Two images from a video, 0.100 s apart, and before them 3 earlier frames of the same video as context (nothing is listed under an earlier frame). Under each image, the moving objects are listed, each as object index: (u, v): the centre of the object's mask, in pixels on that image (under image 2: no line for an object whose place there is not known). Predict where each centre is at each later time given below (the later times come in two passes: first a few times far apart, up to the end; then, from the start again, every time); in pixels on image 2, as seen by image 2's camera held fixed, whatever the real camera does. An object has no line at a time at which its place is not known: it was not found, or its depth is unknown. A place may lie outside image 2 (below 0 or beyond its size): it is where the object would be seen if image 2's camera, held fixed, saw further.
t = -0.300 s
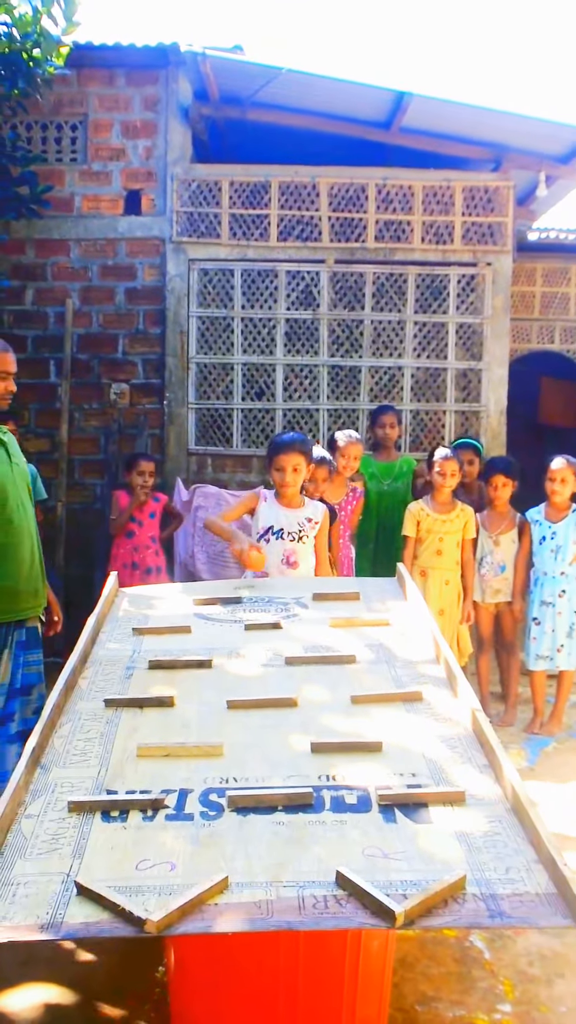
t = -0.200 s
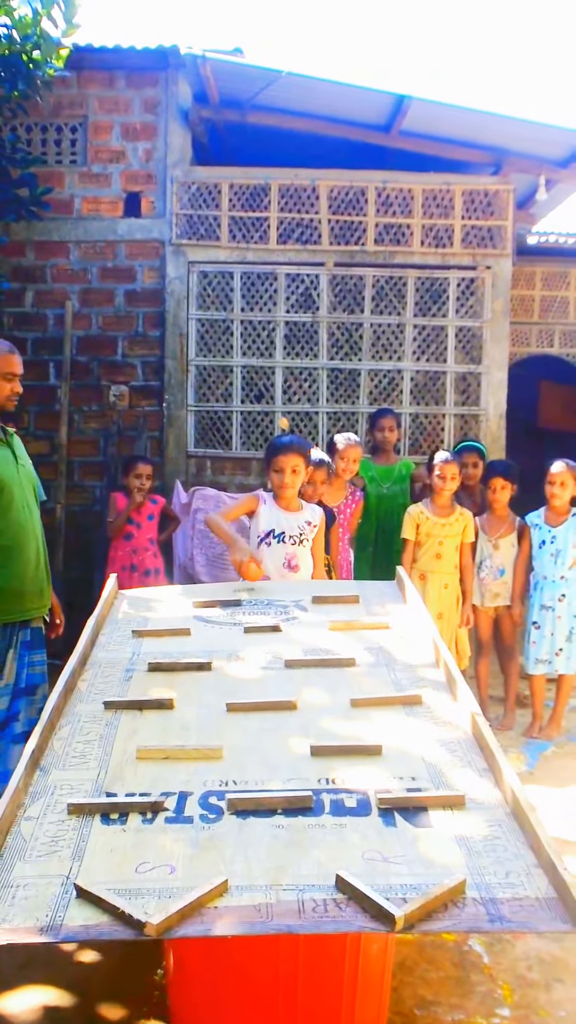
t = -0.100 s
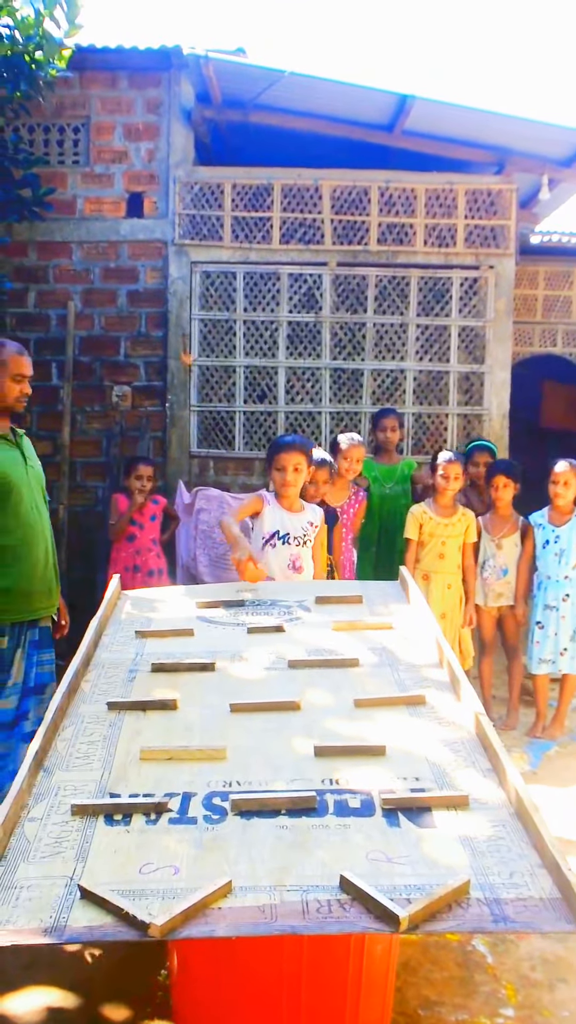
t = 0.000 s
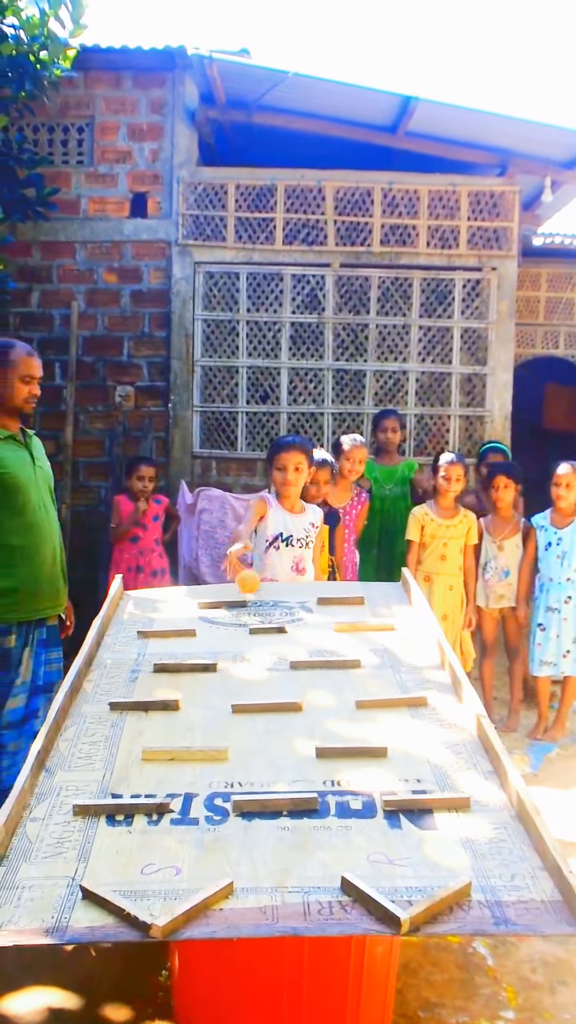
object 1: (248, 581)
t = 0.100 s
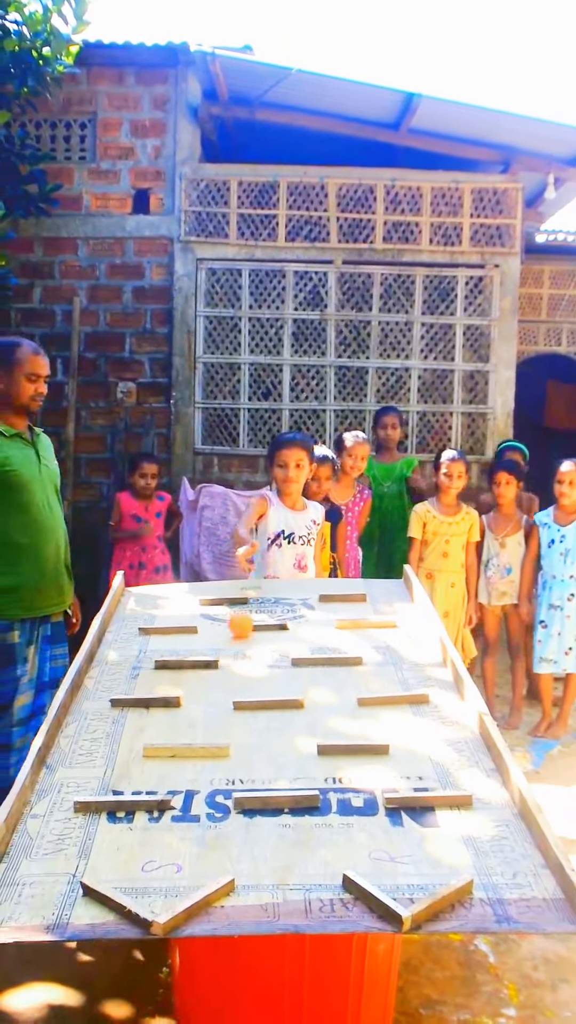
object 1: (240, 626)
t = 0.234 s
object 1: (229, 648)
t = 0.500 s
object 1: (265, 672)
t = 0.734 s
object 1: (291, 683)
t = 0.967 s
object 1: (316, 689)
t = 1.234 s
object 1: (339, 698)
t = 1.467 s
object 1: (354, 715)
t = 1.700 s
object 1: (370, 726)
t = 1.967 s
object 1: (382, 728)
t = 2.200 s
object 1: (390, 728)
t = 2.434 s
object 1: (402, 733)
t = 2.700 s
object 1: (418, 747)
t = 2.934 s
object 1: (435, 769)
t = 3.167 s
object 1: (446, 775)
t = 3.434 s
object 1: (455, 776)
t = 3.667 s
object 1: (460, 775)
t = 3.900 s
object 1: (461, 775)
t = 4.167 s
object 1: (458, 775)
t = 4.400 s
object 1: (454, 775)
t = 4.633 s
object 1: (451, 774)
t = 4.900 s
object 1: (446, 775)
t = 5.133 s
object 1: (443, 775)
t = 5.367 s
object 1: (444, 776)
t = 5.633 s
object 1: (448, 776)
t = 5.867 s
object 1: (450, 776)
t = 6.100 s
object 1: (450, 776)
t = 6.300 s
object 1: (449, 775)
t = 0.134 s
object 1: (238, 625)
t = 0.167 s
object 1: (235, 629)
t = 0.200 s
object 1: (232, 640)
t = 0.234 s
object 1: (229, 648)
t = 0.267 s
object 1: (231, 647)
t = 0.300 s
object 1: (237, 643)
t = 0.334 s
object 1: (242, 644)
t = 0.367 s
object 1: (248, 649)
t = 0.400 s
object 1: (254, 660)
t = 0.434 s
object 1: (257, 663)
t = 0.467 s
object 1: (261, 668)
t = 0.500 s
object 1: (265, 672)
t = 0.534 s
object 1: (269, 676)
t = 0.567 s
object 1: (273, 681)
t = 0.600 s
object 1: (276, 684)
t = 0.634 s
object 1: (280, 684)
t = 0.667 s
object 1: (284, 679)
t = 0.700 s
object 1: (288, 679)
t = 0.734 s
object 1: (291, 683)
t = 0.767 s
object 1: (295, 683)
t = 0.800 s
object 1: (299, 685)
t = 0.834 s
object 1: (302, 686)
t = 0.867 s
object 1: (306, 687)
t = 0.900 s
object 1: (309, 687)
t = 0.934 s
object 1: (313, 689)
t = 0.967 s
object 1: (316, 689)
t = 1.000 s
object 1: (319, 689)
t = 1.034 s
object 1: (322, 690)
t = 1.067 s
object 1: (325, 691)
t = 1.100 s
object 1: (328, 692)
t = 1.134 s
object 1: (331, 694)
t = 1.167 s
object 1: (334, 695)
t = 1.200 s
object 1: (336, 697)
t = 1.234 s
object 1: (339, 698)
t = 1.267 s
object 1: (341, 700)
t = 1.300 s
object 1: (344, 702)
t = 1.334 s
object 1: (346, 704)
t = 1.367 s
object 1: (349, 708)
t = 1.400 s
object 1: (350, 709)
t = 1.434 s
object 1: (352, 712)
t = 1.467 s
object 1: (354, 715)
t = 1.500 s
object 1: (357, 718)
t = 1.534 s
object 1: (359, 721)
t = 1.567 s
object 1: (362, 725)
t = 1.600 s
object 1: (365, 727)
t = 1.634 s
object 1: (367, 725)
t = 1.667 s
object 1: (369, 725)
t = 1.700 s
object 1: (370, 726)
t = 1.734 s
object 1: (372, 726)
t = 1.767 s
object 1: (373, 727)
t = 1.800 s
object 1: (375, 728)
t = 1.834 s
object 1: (376, 728)
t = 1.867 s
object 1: (378, 728)
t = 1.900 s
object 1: (379, 728)
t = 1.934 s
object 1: (381, 728)
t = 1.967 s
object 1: (382, 728)
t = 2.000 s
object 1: (384, 728)
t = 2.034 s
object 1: (385, 728)
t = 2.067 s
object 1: (386, 728)
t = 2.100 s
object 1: (387, 728)
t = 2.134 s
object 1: (388, 728)
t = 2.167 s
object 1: (389, 728)
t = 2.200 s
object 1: (390, 728)
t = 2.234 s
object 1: (392, 728)
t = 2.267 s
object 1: (393, 729)
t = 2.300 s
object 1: (394, 729)
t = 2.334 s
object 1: (396, 729)
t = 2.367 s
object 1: (398, 731)
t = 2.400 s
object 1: (400, 732)
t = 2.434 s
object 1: (402, 733)
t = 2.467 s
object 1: (404, 734)
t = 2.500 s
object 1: (406, 736)
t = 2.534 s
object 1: (408, 737)
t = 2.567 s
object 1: (410, 738)
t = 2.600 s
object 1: (412, 740)
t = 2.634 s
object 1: (414, 742)
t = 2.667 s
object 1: (416, 745)
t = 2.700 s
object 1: (418, 747)
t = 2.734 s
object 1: (420, 748)
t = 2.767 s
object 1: (422, 751)
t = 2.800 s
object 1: (424, 756)
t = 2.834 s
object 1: (427, 758)
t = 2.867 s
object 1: (430, 761)
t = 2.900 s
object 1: (432, 764)
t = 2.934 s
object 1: (435, 769)
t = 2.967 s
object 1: (438, 773)
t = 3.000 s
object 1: (440, 775)
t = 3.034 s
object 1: (442, 774)
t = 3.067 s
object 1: (444, 774)
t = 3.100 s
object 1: (445, 775)
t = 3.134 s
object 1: (445, 775)
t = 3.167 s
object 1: (446, 775)
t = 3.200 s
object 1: (448, 775)
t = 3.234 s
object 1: (449, 776)
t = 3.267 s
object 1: (450, 776)
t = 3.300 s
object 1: (451, 776)
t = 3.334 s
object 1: (452, 776)
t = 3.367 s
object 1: (453, 776)
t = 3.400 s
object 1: (454, 776)
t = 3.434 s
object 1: (455, 776)
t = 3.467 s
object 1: (456, 775)
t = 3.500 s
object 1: (457, 775)
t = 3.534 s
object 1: (457, 775)
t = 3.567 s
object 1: (458, 775)
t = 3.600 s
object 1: (458, 776)
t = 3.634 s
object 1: (459, 776)
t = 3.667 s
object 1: (460, 775)
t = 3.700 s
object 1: (460, 776)
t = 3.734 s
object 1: (460, 775)
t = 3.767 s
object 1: (460, 775)
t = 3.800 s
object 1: (461, 775)
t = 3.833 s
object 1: (461, 775)
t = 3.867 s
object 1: (461, 775)
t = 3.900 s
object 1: (461, 775)
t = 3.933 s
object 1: (461, 775)
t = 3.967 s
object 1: (460, 775)
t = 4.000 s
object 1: (460, 775)
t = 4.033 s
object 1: (460, 775)
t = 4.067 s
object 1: (460, 775)
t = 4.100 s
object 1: (460, 775)
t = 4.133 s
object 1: (459, 775)
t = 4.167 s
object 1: (458, 775)
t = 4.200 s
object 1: (458, 775)
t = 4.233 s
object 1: (457, 774)
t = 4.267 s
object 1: (457, 774)
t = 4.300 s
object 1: (457, 774)
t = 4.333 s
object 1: (456, 775)
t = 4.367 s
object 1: (455, 774)
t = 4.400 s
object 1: (454, 775)
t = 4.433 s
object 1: (454, 775)
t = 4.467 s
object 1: (453, 775)
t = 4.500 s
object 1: (453, 775)
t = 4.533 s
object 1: (452, 775)
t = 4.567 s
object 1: (452, 774)
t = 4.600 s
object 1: (451, 774)
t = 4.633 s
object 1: (451, 774)
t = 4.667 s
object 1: (450, 775)
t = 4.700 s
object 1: (450, 775)
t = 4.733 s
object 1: (449, 775)
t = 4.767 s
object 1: (449, 775)
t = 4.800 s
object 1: (449, 775)
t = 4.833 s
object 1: (447, 775)
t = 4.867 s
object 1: (447, 775)
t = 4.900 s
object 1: (446, 775)
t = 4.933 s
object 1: (445, 775)
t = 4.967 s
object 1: (445, 775)
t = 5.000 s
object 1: (444, 775)
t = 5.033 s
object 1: (444, 775)
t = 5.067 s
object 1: (443, 775)
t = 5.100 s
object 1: (443, 775)
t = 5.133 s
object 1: (443, 775)
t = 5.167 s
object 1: (443, 775)
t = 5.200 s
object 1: (443, 776)
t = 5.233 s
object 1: (443, 775)
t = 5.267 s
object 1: (443, 776)
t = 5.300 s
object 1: (443, 776)
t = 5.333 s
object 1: (444, 776)
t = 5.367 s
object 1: (444, 776)
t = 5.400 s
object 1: (445, 776)
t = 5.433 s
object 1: (445, 776)
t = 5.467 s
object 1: (446, 776)
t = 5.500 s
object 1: (446, 776)
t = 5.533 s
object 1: (447, 776)
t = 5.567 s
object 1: (447, 776)
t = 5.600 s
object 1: (447, 776)
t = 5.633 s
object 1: (448, 776)
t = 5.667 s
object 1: (448, 776)
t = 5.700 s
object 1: (448, 775)
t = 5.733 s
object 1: (449, 775)
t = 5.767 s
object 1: (449, 775)
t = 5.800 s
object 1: (449, 775)
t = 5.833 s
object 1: (449, 775)
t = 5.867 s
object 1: (450, 776)
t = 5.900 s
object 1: (450, 776)
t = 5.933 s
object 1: (450, 775)
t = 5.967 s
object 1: (450, 776)
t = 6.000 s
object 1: (450, 775)
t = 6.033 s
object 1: (450, 776)
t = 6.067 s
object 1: (450, 776)
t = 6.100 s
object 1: (450, 776)
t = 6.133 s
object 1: (450, 775)
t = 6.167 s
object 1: (450, 775)
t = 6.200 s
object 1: (450, 775)
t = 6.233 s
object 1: (450, 776)
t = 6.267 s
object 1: (449, 776)
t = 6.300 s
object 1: (449, 775)
